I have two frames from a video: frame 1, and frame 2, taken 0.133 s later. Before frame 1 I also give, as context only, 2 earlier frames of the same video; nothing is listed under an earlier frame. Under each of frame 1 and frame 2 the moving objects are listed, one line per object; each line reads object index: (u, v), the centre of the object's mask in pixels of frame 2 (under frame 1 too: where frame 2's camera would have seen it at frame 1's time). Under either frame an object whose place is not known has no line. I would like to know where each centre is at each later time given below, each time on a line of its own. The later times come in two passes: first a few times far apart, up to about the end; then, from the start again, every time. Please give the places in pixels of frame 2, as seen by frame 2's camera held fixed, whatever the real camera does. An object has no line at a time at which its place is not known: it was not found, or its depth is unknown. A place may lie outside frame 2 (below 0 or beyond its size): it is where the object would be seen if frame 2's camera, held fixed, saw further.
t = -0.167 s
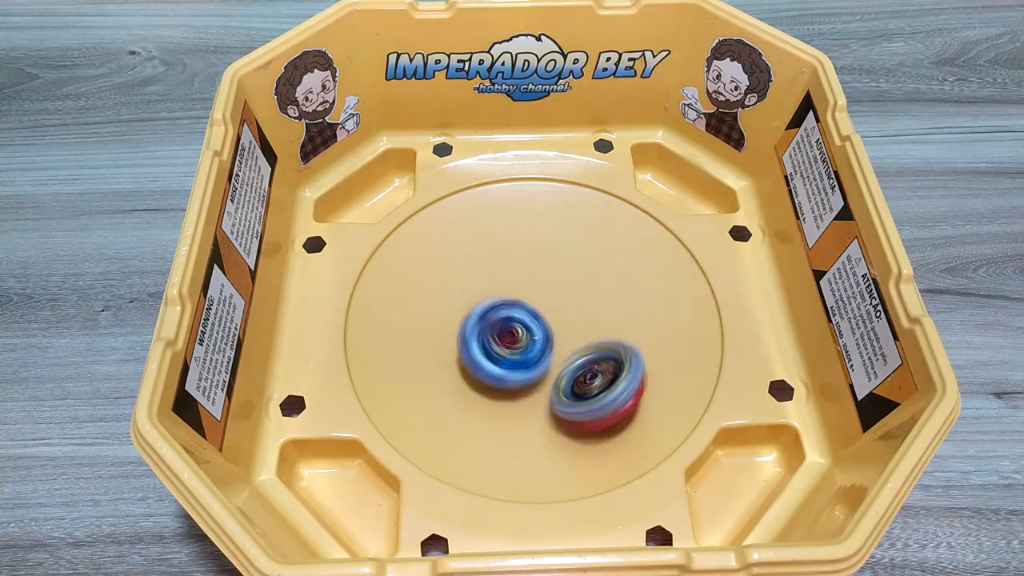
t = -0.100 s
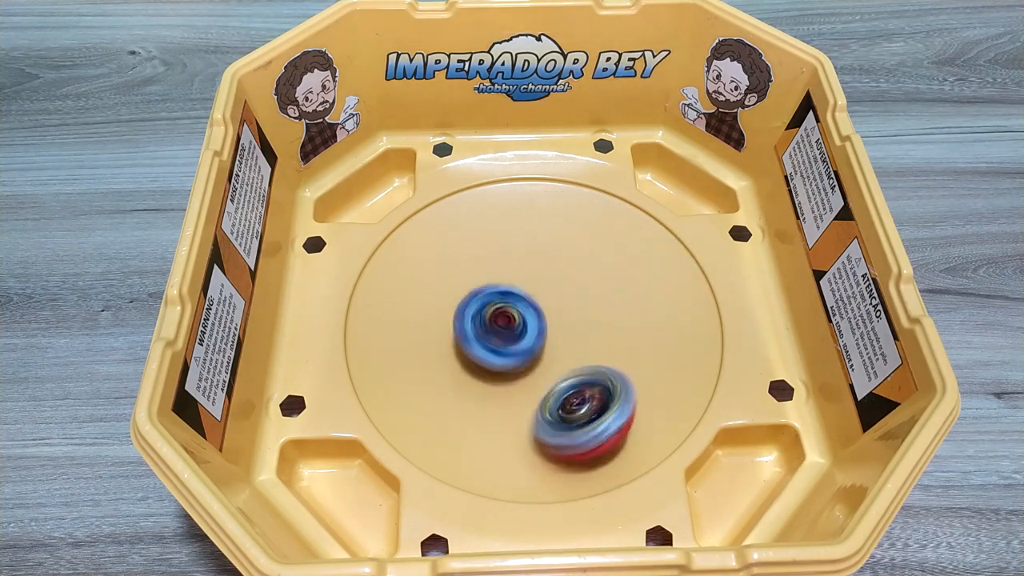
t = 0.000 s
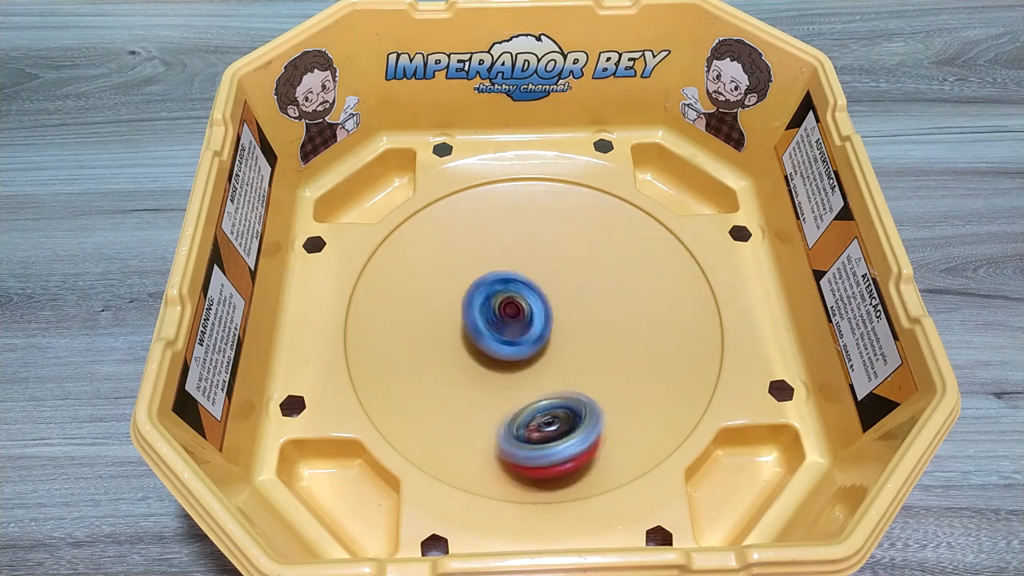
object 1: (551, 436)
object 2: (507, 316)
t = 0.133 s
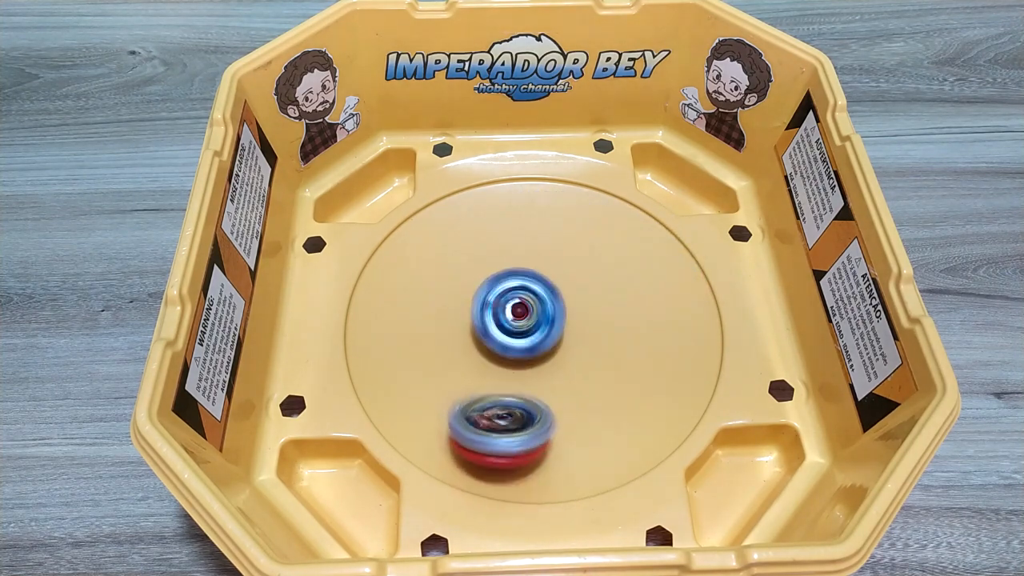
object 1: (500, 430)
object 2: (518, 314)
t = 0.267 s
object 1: (462, 393)
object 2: (528, 319)
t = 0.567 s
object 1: (424, 262)
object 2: (540, 340)
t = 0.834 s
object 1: (493, 217)
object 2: (516, 345)
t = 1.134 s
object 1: (617, 268)
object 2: (510, 321)
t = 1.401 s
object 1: (653, 332)
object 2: (533, 316)
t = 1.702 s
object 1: (591, 376)
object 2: (521, 316)
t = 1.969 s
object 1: (489, 364)
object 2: (515, 274)
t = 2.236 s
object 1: (443, 294)
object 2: (538, 291)
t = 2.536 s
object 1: (517, 258)
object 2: (532, 351)
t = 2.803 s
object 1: (606, 300)
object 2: (505, 337)
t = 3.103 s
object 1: (593, 374)
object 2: (541, 301)
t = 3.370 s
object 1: (481, 378)
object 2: (560, 295)
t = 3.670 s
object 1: (447, 293)
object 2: (540, 309)
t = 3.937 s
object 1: (515, 246)
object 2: (540, 324)
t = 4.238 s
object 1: (609, 278)
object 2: (539, 327)
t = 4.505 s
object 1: (621, 351)
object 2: (527, 321)
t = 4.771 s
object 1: (539, 389)
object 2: (528, 321)
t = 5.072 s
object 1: (451, 353)
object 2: (530, 320)
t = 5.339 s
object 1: (441, 299)
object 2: (533, 320)
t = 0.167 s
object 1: (488, 423)
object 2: (521, 315)
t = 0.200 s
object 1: (479, 415)
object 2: (524, 316)
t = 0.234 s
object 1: (469, 404)
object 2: (526, 317)
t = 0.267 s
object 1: (462, 393)
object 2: (528, 319)
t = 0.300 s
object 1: (454, 379)
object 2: (529, 320)
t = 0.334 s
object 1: (449, 366)
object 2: (531, 322)
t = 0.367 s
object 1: (442, 350)
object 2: (533, 324)
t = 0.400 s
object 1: (435, 336)
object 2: (539, 326)
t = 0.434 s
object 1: (428, 321)
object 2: (542, 328)
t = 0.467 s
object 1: (425, 306)
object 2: (544, 332)
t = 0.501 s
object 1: (423, 290)
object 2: (542, 336)
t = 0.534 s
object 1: (422, 275)
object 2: (541, 338)
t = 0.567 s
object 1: (424, 262)
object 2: (540, 340)
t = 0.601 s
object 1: (426, 252)
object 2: (538, 343)
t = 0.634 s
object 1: (432, 240)
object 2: (535, 344)
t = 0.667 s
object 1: (438, 232)
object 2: (533, 345)
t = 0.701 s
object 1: (447, 225)
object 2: (529, 347)
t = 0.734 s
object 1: (456, 221)
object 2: (524, 347)
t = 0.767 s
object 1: (468, 218)
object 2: (521, 346)
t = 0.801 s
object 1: (479, 216)
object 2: (519, 346)
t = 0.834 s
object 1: (493, 217)
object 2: (516, 345)
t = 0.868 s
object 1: (506, 218)
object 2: (512, 343)
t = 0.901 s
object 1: (520, 221)
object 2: (510, 341)
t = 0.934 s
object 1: (533, 226)
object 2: (508, 339)
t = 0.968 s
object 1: (548, 231)
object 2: (507, 336)
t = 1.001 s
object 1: (562, 238)
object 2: (507, 333)
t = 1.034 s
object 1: (577, 244)
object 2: (506, 330)
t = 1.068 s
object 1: (591, 252)
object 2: (506, 327)
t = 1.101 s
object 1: (604, 259)
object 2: (508, 323)
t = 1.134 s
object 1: (617, 268)
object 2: (510, 321)
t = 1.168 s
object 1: (627, 277)
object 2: (512, 319)
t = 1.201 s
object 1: (637, 285)
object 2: (514, 317)
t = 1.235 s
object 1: (644, 294)
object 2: (517, 316)
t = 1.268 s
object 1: (650, 302)
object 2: (520, 316)
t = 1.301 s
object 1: (654, 311)
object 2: (523, 314)
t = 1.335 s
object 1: (656, 319)
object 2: (527, 314)
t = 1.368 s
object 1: (656, 325)
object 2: (530, 315)
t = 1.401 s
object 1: (653, 332)
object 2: (533, 316)
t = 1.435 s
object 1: (648, 338)
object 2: (536, 317)
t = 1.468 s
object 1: (643, 343)
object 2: (539, 319)
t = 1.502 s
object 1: (637, 347)
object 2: (540, 321)
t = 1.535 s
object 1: (629, 352)
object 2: (542, 323)
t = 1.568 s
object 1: (623, 359)
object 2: (538, 322)
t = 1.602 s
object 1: (620, 364)
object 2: (531, 320)
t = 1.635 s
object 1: (613, 369)
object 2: (526, 318)
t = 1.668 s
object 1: (603, 373)
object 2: (523, 317)
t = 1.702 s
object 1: (591, 376)
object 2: (521, 316)
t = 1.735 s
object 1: (581, 376)
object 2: (521, 315)
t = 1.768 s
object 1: (570, 379)
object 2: (519, 310)
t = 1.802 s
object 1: (557, 382)
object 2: (517, 301)
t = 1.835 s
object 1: (544, 382)
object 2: (514, 294)
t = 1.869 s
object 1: (529, 380)
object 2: (513, 287)
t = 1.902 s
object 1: (515, 376)
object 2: (513, 280)
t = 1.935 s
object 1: (503, 371)
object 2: (514, 277)
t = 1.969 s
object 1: (489, 364)
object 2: (515, 274)
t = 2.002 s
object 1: (476, 357)
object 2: (517, 272)
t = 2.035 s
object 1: (467, 349)
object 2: (521, 271)
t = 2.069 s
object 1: (457, 340)
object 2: (523, 272)
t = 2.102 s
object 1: (451, 331)
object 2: (526, 274)
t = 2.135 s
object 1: (447, 322)
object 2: (528, 276)
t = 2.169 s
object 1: (443, 313)
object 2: (532, 280)
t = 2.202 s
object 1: (444, 303)
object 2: (536, 285)
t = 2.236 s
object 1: (443, 294)
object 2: (538, 291)
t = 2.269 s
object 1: (447, 287)
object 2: (541, 298)
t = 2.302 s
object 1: (452, 280)
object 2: (544, 305)
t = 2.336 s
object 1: (458, 273)
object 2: (546, 314)
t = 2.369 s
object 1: (466, 268)
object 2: (546, 322)
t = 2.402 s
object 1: (473, 264)
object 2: (545, 329)
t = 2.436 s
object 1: (483, 262)
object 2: (544, 337)
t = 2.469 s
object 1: (494, 259)
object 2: (541, 343)
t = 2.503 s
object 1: (505, 259)
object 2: (536, 348)
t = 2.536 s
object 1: (517, 258)
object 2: (532, 351)
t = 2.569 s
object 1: (530, 260)
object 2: (528, 353)
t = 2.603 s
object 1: (543, 262)
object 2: (523, 353)
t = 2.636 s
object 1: (555, 266)
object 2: (518, 353)
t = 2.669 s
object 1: (567, 270)
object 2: (514, 352)
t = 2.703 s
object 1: (578, 276)
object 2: (510, 349)
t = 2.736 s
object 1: (589, 284)
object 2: (508, 346)
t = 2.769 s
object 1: (598, 292)
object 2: (507, 342)
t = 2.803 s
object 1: (606, 300)
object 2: (505, 337)
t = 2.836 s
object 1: (611, 309)
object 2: (505, 330)
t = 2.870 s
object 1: (616, 318)
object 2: (507, 325)
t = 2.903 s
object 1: (619, 328)
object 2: (509, 320)
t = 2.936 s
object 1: (619, 338)
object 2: (513, 315)
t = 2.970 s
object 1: (618, 346)
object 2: (517, 310)
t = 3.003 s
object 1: (613, 355)
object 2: (524, 305)
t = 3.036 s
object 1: (609, 361)
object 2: (530, 302)
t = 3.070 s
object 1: (601, 369)
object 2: (535, 301)
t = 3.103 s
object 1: (593, 374)
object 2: (541, 301)
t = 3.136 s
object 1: (582, 378)
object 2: (546, 301)
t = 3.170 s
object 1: (571, 383)
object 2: (551, 303)
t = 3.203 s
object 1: (557, 385)
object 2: (556, 303)
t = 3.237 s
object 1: (542, 390)
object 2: (559, 302)
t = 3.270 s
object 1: (525, 391)
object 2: (562, 299)
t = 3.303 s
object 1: (509, 388)
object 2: (562, 297)
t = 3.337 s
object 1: (495, 385)
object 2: (561, 295)
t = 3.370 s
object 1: (481, 378)
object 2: (560, 295)
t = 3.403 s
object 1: (470, 373)
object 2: (558, 296)
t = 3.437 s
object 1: (461, 364)
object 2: (555, 298)
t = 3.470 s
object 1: (451, 355)
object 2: (551, 298)
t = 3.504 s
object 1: (446, 344)
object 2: (548, 298)
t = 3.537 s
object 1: (442, 335)
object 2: (546, 300)
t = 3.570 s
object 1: (440, 325)
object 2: (545, 302)
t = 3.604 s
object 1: (441, 314)
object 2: (543, 304)
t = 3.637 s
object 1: (442, 304)
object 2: (542, 307)
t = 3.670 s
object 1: (447, 293)
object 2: (540, 309)
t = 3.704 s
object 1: (452, 286)
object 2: (538, 309)
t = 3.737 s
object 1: (458, 277)
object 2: (539, 310)
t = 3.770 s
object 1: (465, 269)
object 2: (542, 313)
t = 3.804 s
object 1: (473, 262)
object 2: (543, 315)
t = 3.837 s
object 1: (482, 256)
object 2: (542, 317)
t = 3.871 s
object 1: (492, 252)
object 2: (541, 319)
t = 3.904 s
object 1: (504, 248)
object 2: (540, 321)
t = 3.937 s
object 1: (515, 246)
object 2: (540, 324)
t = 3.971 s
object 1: (527, 242)
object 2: (539, 326)
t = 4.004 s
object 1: (541, 242)
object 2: (539, 330)
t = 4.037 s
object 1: (551, 243)
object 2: (537, 332)
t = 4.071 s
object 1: (562, 245)
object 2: (534, 331)
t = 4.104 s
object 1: (574, 249)
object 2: (532, 329)
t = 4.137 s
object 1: (583, 256)
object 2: (532, 327)
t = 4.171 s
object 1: (594, 262)
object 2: (533, 324)
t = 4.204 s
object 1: (600, 269)
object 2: (537, 324)
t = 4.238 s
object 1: (609, 278)
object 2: (539, 327)
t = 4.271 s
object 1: (616, 286)
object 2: (539, 329)
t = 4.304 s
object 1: (622, 294)
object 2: (538, 332)
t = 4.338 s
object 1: (624, 304)
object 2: (535, 332)
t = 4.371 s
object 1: (627, 315)
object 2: (532, 331)
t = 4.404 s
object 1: (627, 324)
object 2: (529, 329)
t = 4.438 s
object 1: (626, 334)
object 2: (527, 326)
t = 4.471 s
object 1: (624, 343)
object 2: (527, 322)
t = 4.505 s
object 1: (621, 351)
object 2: (527, 321)
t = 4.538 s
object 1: (613, 360)
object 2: (527, 321)
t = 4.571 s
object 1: (606, 366)
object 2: (527, 321)
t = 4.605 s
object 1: (597, 374)
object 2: (528, 321)
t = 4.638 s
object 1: (587, 379)
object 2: (528, 321)
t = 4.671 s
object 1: (575, 383)
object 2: (528, 321)
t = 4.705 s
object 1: (564, 386)
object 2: (528, 321)
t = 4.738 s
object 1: (552, 388)
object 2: (528, 321)
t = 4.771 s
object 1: (539, 389)
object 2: (528, 321)
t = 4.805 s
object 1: (526, 388)
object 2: (528, 321)
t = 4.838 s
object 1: (514, 386)
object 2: (528, 321)
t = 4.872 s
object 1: (502, 384)
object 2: (528, 320)
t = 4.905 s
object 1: (491, 380)
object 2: (528, 320)
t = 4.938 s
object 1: (482, 376)
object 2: (529, 320)
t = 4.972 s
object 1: (472, 371)
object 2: (530, 320)
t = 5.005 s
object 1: (463, 366)
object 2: (530, 320)
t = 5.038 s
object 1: (455, 360)
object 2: (530, 320)
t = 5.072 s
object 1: (451, 353)
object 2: (530, 320)
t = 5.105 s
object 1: (446, 345)
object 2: (530, 320)
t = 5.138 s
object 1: (441, 338)
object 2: (531, 320)
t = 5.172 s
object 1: (438, 330)
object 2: (531, 319)
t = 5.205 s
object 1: (439, 323)
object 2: (531, 320)
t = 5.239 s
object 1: (439, 317)
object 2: (530, 320)
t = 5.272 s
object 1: (439, 310)
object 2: (530, 320)
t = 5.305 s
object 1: (439, 304)
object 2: (532, 320)
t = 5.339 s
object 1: (441, 299)
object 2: (533, 320)
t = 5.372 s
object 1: (443, 293)
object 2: (533, 320)
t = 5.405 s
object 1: (446, 288)
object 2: (532, 320)
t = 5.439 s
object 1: (451, 284)
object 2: (532, 320)
